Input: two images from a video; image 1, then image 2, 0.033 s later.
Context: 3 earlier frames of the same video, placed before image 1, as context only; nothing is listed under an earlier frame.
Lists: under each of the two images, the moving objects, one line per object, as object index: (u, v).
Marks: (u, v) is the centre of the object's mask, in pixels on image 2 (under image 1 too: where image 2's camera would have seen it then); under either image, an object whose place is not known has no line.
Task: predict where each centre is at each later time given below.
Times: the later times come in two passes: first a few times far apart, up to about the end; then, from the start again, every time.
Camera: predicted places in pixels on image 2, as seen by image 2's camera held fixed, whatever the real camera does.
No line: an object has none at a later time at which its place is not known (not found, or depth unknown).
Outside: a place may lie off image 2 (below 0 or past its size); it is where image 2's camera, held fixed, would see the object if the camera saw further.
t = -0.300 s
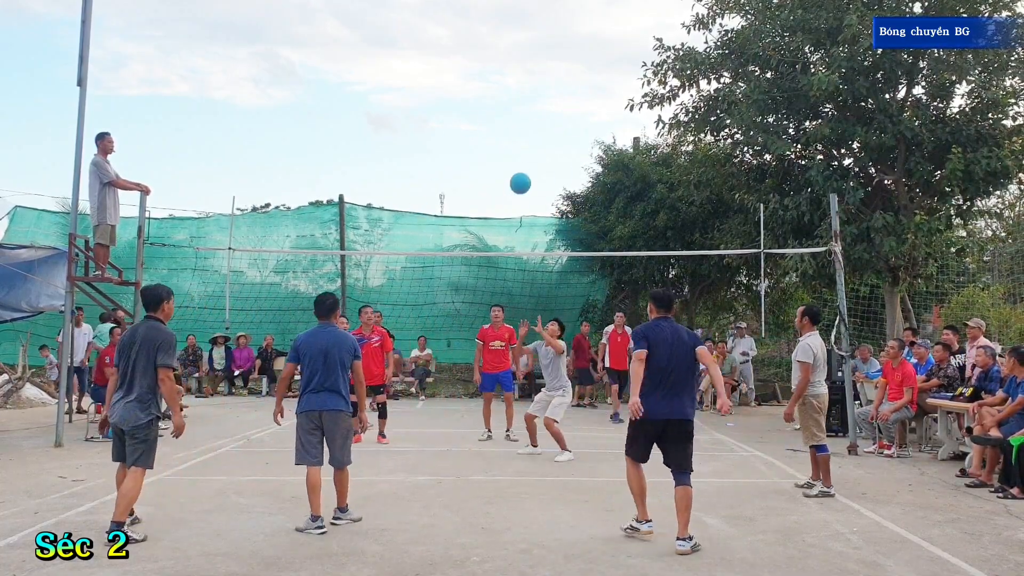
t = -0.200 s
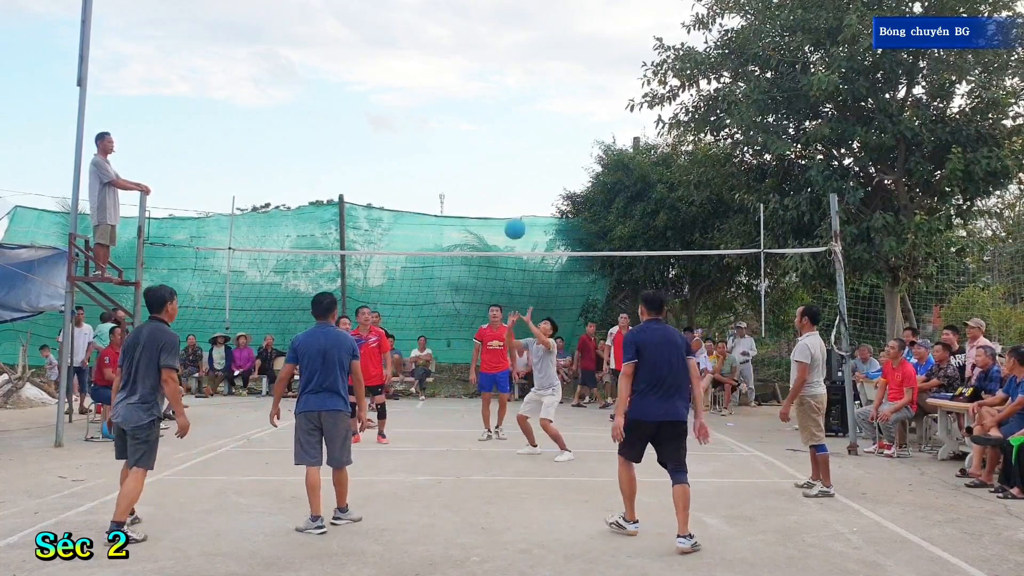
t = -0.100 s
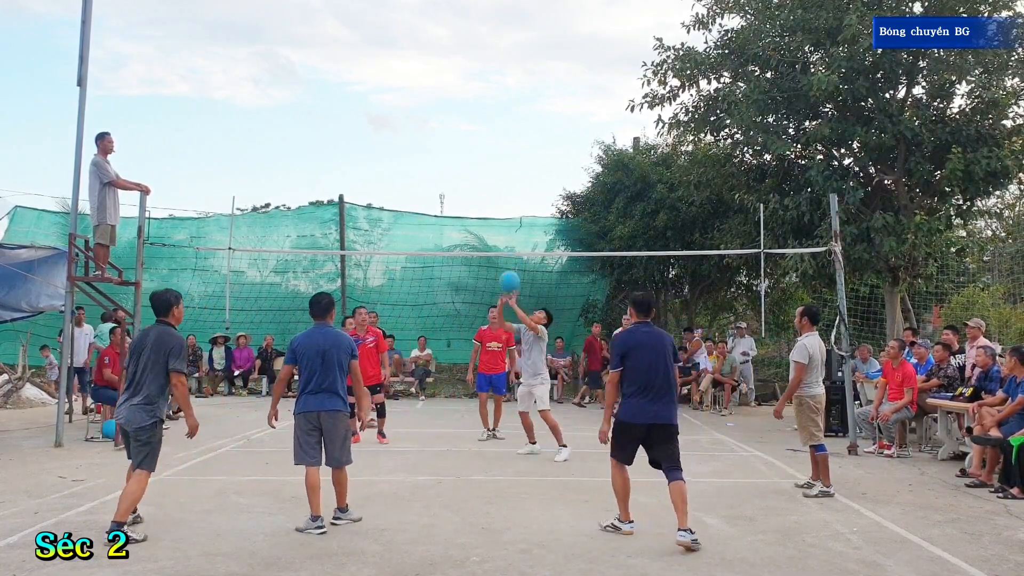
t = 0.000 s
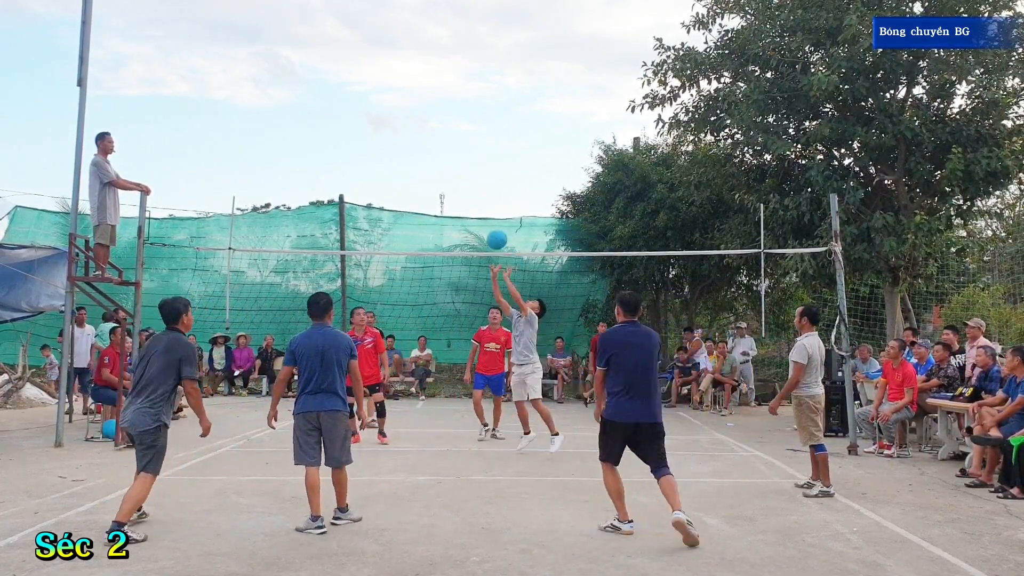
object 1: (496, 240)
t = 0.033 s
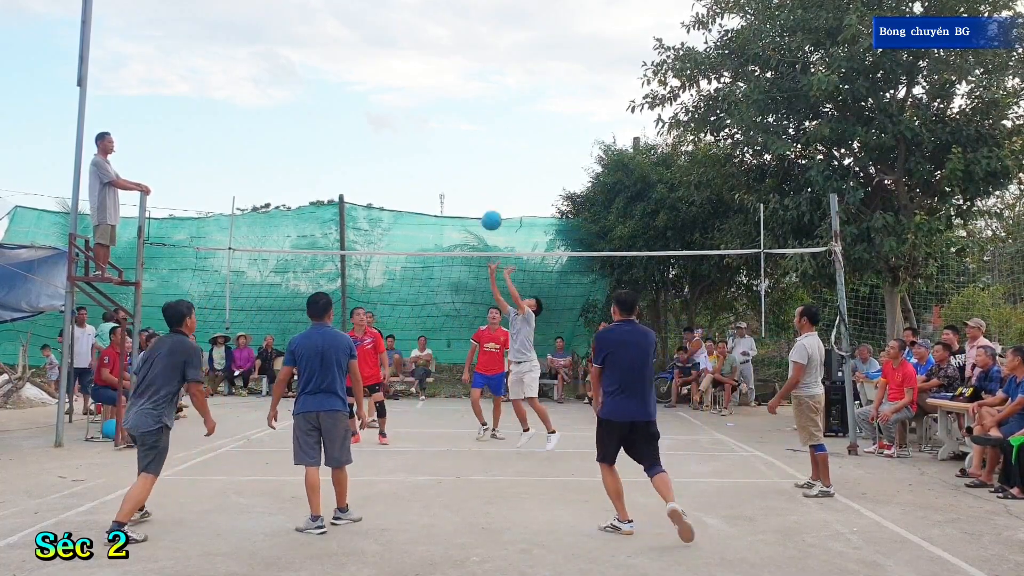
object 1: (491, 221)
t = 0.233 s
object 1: (461, 127)
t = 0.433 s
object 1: (430, 68)
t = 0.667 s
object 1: (392, 46)
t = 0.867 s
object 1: (359, 67)
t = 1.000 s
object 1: (336, 104)
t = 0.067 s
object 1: (486, 202)
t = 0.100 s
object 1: (482, 186)
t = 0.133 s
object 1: (476, 169)
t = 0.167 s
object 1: (471, 154)
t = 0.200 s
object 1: (466, 140)
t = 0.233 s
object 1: (461, 127)
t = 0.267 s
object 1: (456, 115)
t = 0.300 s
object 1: (451, 104)
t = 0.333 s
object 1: (445, 93)
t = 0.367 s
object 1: (440, 84)
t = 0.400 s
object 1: (435, 76)
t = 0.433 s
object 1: (430, 68)
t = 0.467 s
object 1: (424, 62)
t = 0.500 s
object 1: (419, 57)
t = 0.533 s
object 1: (414, 52)
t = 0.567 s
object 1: (409, 49)
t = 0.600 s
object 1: (403, 47)
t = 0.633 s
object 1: (398, 46)
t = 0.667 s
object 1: (392, 46)
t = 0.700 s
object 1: (387, 47)
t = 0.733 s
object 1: (381, 48)
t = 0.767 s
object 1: (376, 52)
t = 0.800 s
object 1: (370, 56)
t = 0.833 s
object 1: (365, 61)
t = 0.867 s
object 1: (359, 67)
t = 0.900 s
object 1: (353, 75)
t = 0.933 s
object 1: (348, 83)
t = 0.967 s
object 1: (342, 93)
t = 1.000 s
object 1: (336, 104)
